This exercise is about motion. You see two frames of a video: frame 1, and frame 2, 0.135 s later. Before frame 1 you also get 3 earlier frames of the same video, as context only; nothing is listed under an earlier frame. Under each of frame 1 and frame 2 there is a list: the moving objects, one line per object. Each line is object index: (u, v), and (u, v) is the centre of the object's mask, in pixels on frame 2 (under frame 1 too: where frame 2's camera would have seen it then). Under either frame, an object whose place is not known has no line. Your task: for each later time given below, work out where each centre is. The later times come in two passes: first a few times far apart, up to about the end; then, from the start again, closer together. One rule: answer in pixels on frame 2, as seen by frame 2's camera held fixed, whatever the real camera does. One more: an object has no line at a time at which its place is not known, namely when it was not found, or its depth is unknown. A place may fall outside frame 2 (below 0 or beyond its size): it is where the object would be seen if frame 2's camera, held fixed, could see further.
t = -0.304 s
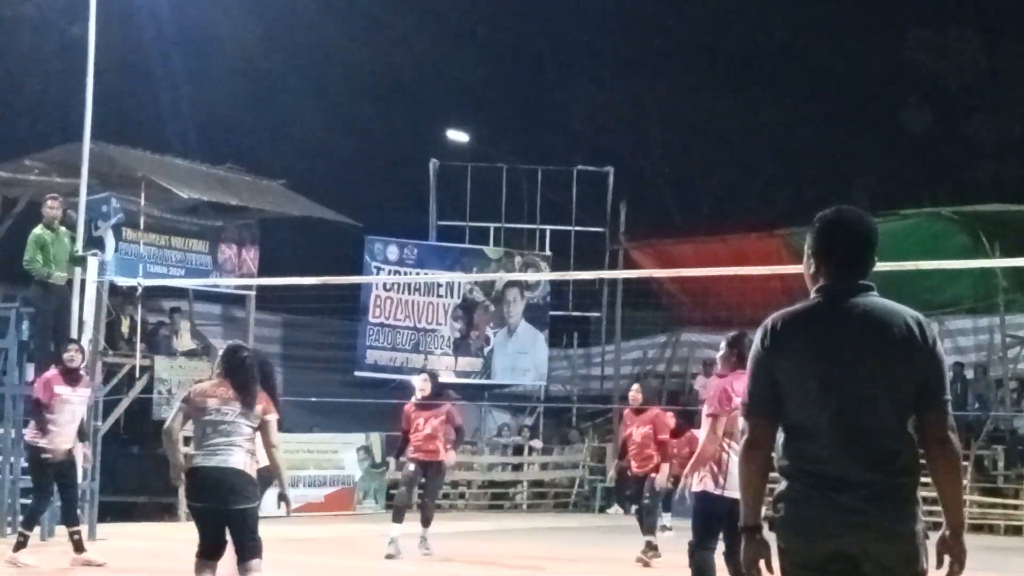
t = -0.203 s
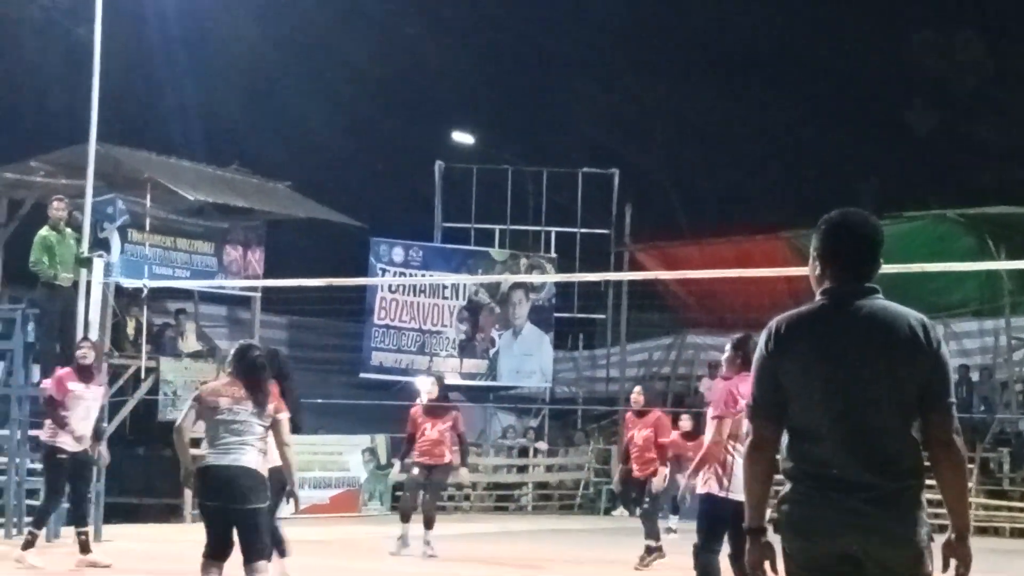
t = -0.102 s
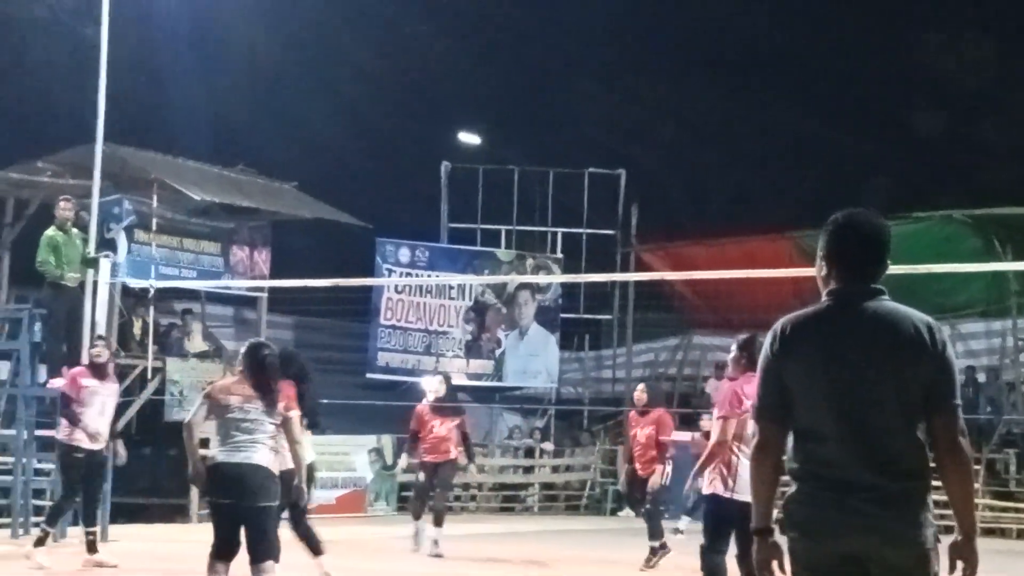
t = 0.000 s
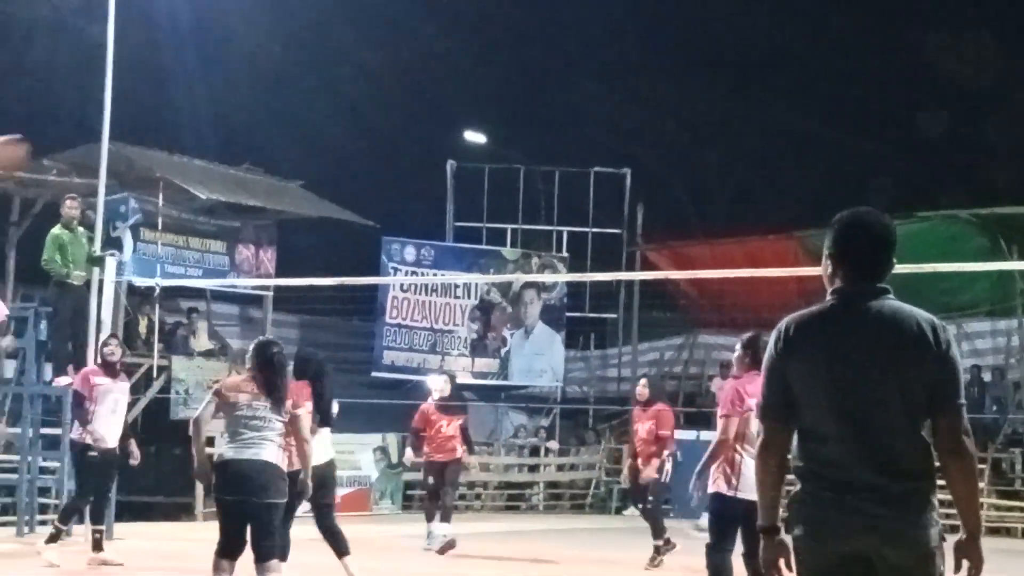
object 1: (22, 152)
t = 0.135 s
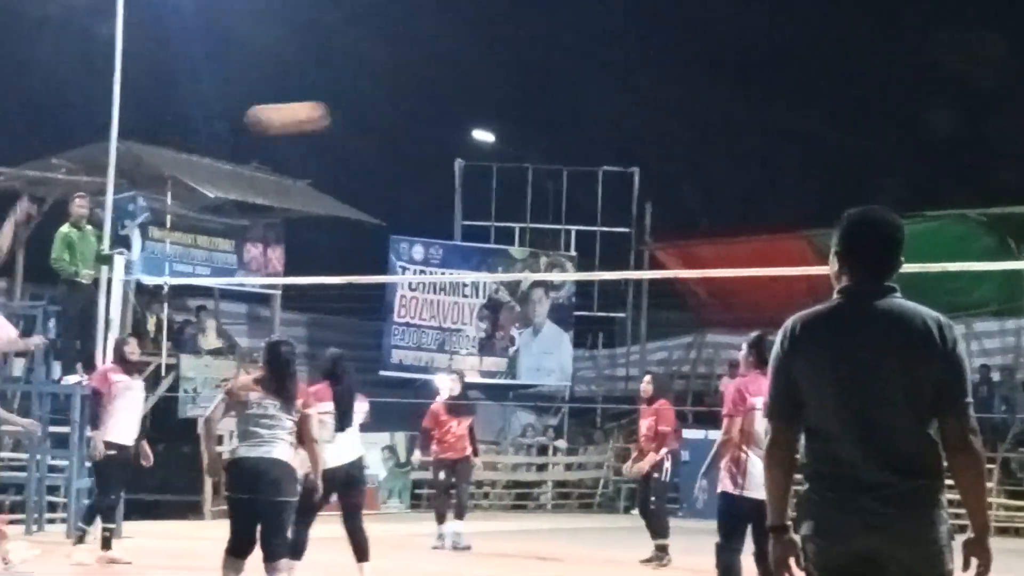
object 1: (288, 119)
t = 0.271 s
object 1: (531, 118)
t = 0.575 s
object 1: (941, 200)
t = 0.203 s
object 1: (416, 115)
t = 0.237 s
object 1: (474, 115)
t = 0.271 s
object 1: (531, 118)
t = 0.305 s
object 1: (584, 122)
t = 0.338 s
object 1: (636, 127)
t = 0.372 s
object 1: (685, 134)
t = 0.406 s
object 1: (732, 142)
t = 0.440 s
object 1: (777, 152)
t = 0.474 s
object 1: (822, 163)
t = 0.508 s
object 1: (865, 174)
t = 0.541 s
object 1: (905, 188)
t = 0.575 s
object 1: (941, 200)
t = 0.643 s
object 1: (1017, 232)
